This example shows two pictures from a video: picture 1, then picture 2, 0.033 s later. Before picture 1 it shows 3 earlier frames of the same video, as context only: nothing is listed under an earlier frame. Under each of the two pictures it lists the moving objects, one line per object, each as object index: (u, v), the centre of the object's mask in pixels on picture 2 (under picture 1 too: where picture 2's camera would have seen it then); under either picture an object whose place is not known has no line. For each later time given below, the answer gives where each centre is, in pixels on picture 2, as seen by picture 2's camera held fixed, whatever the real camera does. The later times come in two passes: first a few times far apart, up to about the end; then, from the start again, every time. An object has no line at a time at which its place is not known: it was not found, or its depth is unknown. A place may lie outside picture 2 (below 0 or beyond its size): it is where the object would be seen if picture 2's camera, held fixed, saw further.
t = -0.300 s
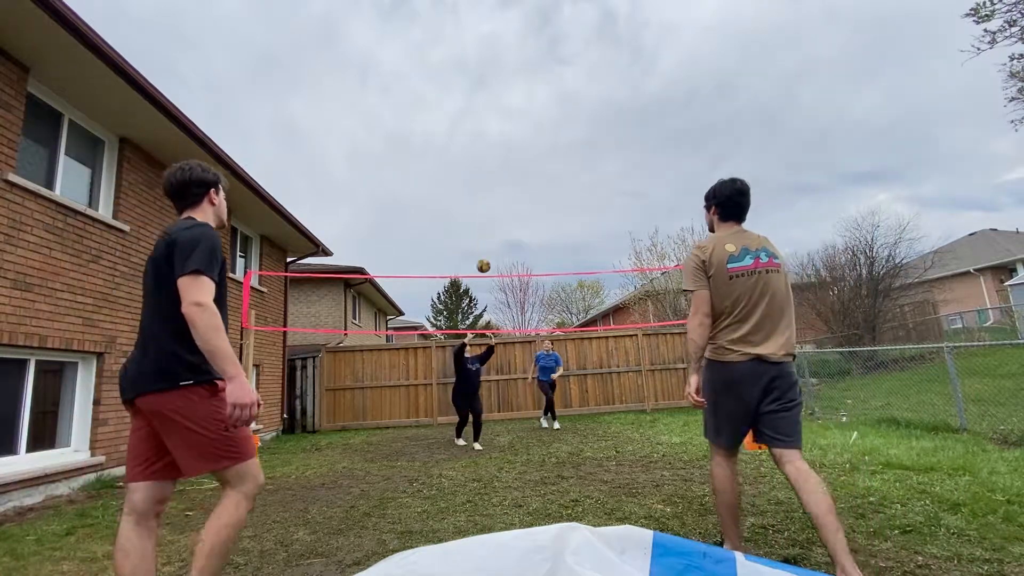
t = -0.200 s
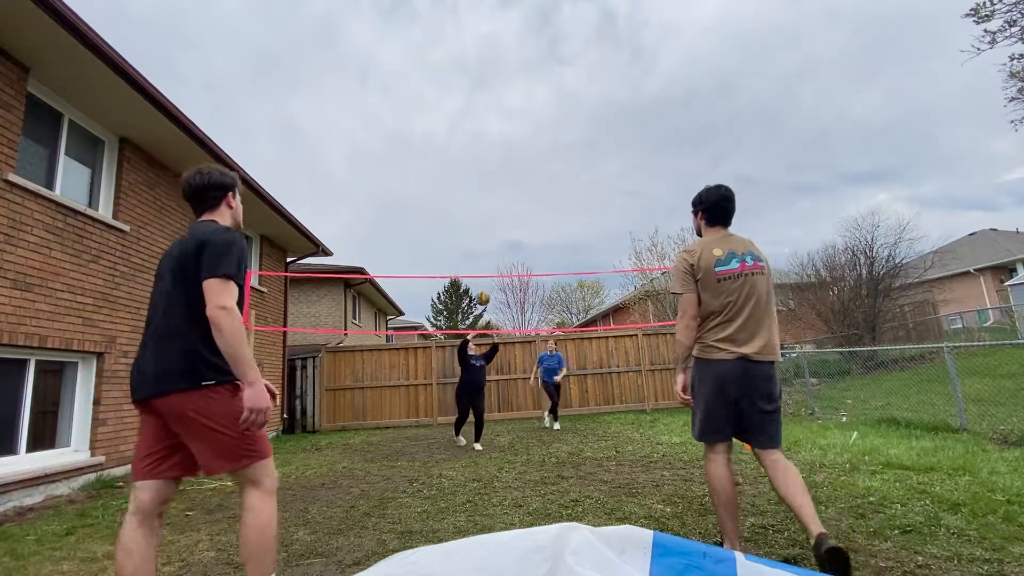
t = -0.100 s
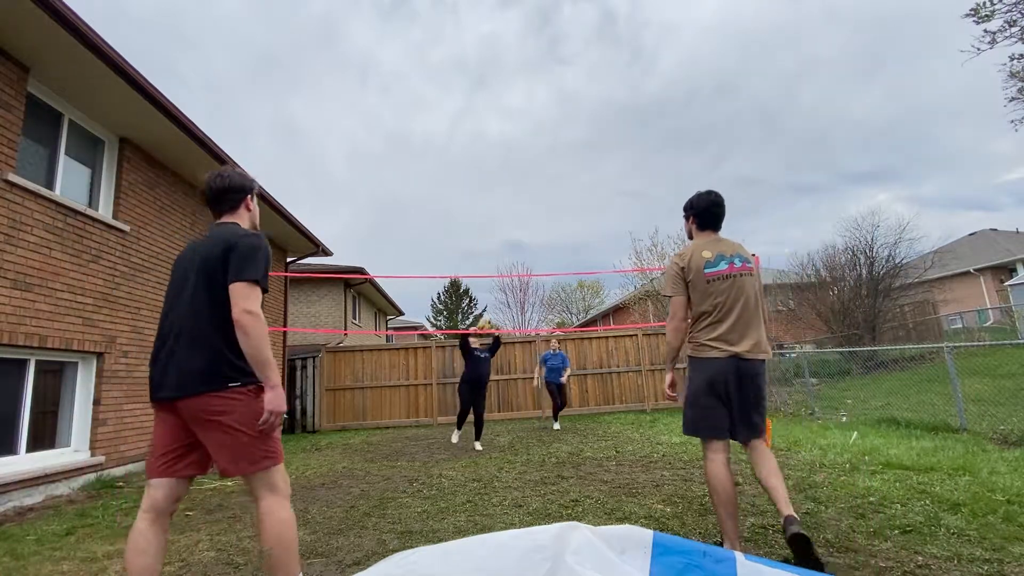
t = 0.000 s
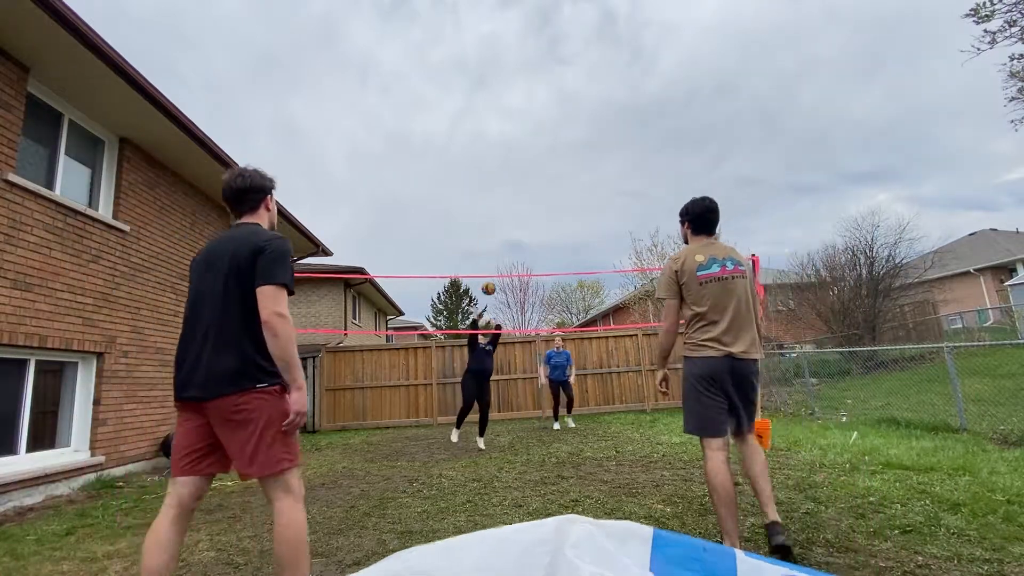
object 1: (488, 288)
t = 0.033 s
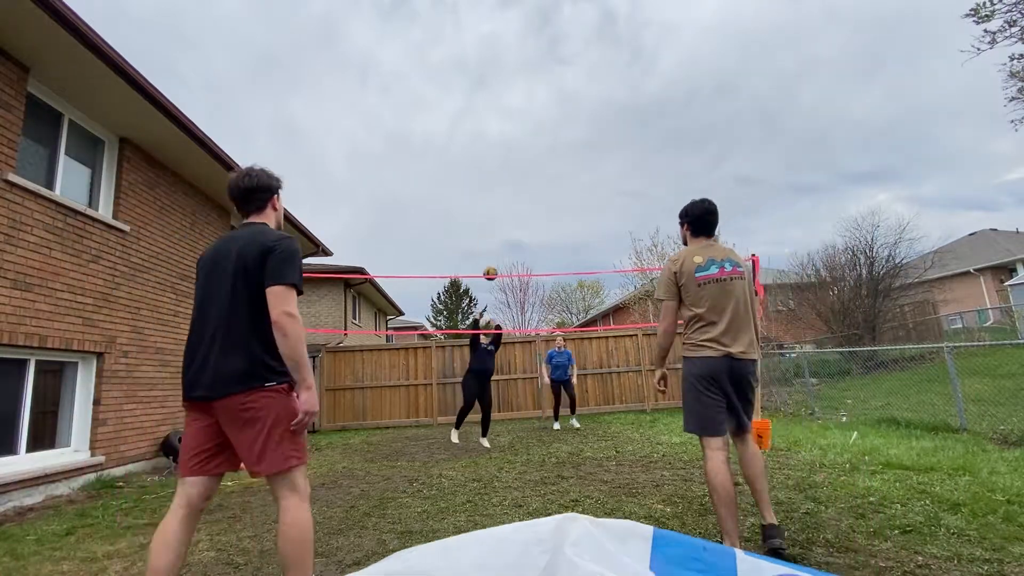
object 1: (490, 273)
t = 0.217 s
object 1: (500, 208)
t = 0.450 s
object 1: (514, 159)
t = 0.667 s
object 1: (529, 145)
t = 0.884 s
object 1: (547, 161)
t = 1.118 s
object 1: (571, 213)
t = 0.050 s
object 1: (491, 267)
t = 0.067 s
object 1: (492, 260)
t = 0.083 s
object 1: (493, 253)
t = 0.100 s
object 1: (493, 247)
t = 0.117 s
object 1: (494, 241)
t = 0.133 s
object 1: (495, 235)
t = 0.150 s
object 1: (496, 229)
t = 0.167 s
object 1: (497, 224)
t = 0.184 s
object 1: (498, 219)
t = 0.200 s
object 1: (499, 213)
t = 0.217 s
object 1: (500, 208)
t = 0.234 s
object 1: (501, 204)
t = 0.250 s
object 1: (502, 199)
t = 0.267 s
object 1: (502, 195)
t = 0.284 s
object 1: (503, 191)
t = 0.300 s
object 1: (504, 187)
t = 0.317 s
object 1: (505, 183)
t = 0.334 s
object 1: (506, 179)
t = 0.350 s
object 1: (507, 176)
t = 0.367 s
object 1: (508, 172)
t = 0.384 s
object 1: (509, 170)
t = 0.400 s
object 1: (510, 167)
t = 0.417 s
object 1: (511, 164)
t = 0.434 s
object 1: (512, 161)
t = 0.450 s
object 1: (514, 159)
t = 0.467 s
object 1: (515, 157)
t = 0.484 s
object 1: (516, 155)
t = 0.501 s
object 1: (517, 153)
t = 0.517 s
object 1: (518, 152)
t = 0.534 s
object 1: (519, 150)
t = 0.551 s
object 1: (520, 149)
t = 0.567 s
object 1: (521, 148)
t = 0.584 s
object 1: (523, 147)
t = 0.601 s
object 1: (524, 146)
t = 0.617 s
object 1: (525, 146)
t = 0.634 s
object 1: (526, 145)
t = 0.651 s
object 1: (528, 145)
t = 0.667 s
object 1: (529, 145)
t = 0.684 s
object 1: (530, 145)
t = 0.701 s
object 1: (531, 146)
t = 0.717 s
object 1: (533, 146)
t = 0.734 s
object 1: (534, 147)
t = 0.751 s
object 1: (535, 148)
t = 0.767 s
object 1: (537, 149)
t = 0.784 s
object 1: (538, 150)
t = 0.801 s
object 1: (540, 151)
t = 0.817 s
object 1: (541, 153)
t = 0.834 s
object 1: (543, 155)
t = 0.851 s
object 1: (544, 157)
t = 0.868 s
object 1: (546, 159)
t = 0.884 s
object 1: (547, 161)
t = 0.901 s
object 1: (549, 163)
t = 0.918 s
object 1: (550, 166)
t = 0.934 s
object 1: (552, 169)
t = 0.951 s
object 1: (553, 172)
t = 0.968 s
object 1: (555, 175)
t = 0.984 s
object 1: (557, 179)
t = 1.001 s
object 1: (559, 183)
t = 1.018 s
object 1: (560, 187)
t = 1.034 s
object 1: (562, 190)
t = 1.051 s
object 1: (564, 195)
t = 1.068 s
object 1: (566, 199)
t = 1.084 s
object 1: (567, 204)
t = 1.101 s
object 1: (569, 208)
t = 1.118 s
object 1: (571, 213)
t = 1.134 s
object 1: (573, 218)
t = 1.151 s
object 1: (575, 224)
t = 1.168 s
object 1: (577, 230)
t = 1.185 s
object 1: (579, 236)
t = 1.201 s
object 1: (581, 242)
